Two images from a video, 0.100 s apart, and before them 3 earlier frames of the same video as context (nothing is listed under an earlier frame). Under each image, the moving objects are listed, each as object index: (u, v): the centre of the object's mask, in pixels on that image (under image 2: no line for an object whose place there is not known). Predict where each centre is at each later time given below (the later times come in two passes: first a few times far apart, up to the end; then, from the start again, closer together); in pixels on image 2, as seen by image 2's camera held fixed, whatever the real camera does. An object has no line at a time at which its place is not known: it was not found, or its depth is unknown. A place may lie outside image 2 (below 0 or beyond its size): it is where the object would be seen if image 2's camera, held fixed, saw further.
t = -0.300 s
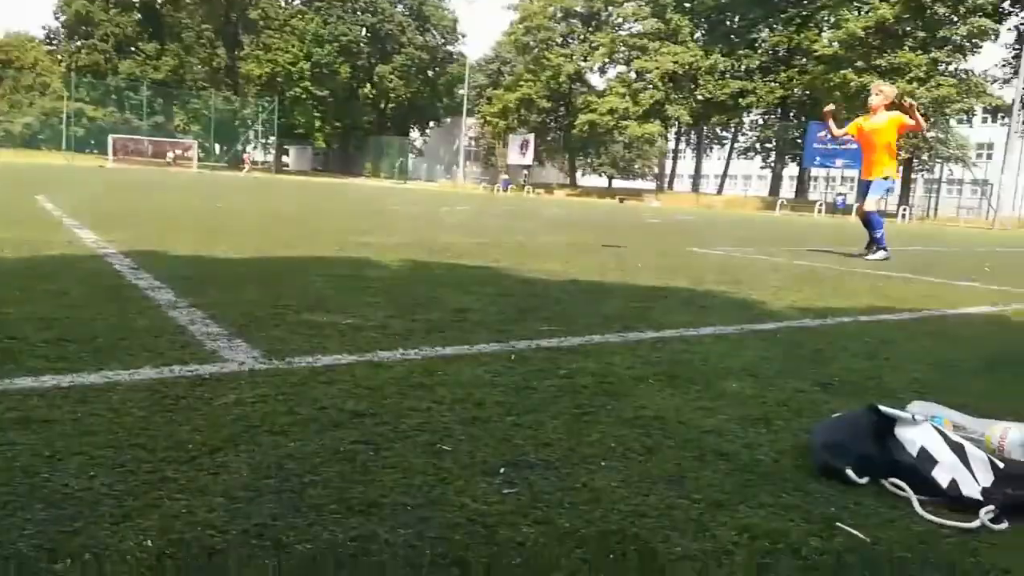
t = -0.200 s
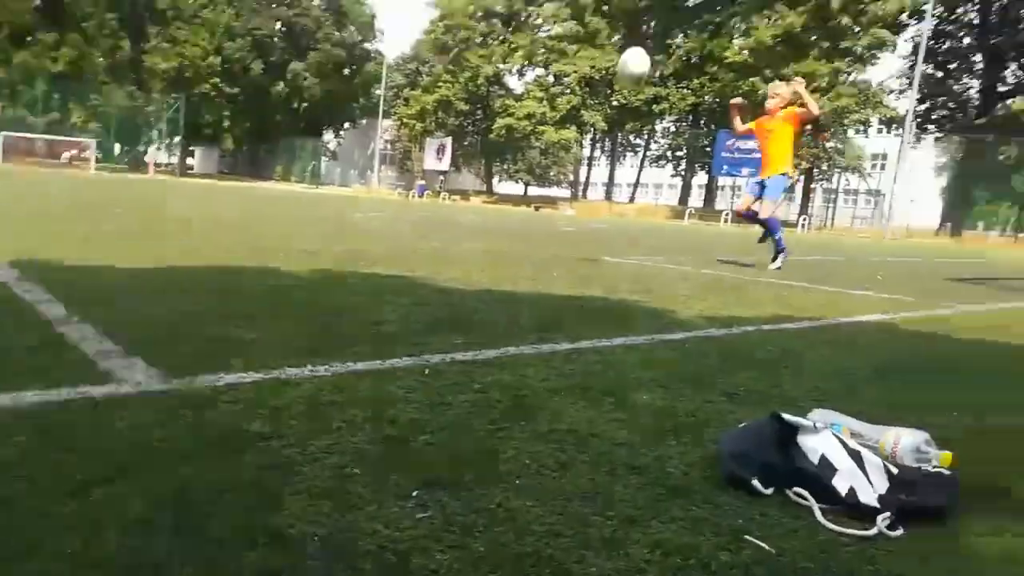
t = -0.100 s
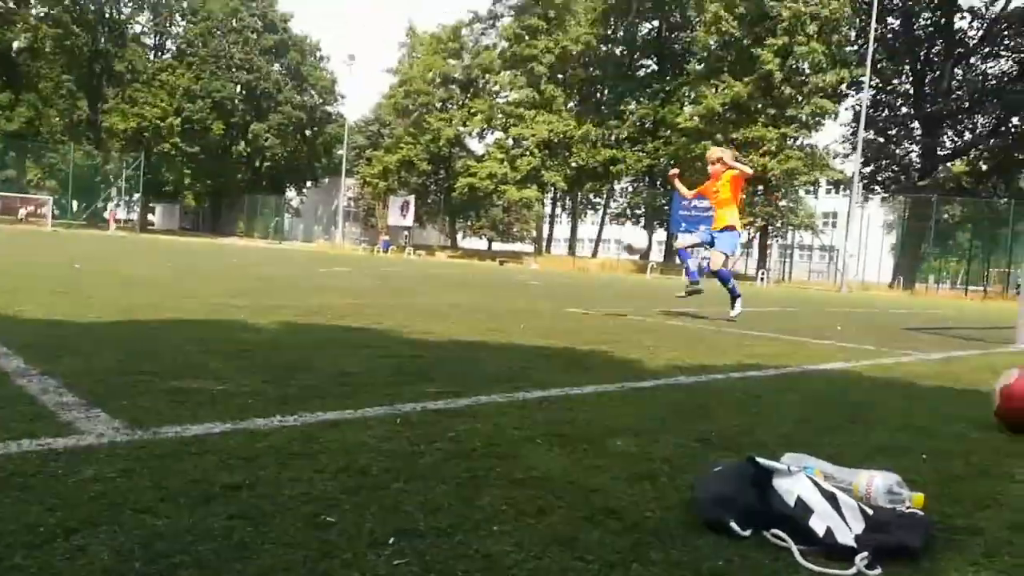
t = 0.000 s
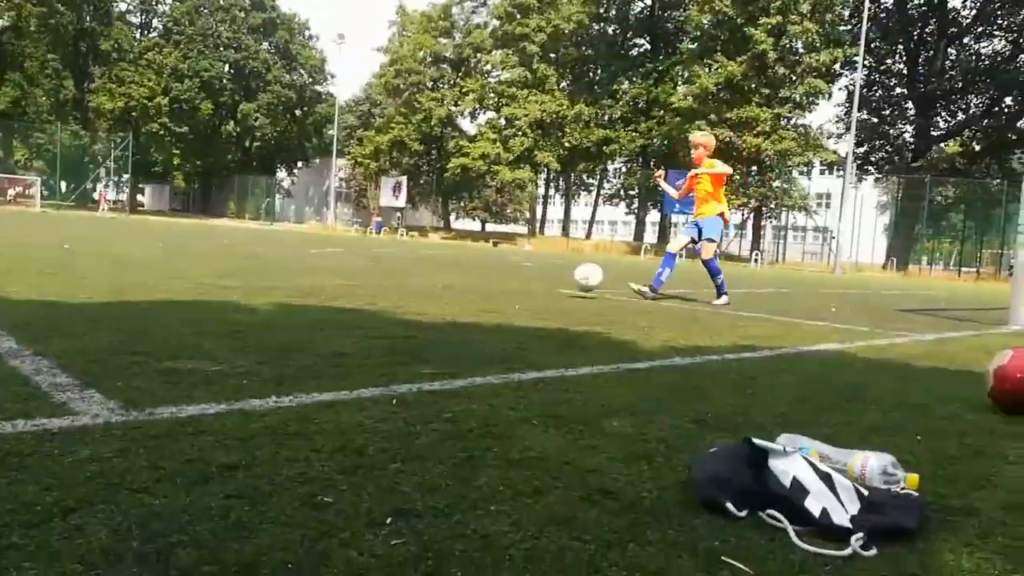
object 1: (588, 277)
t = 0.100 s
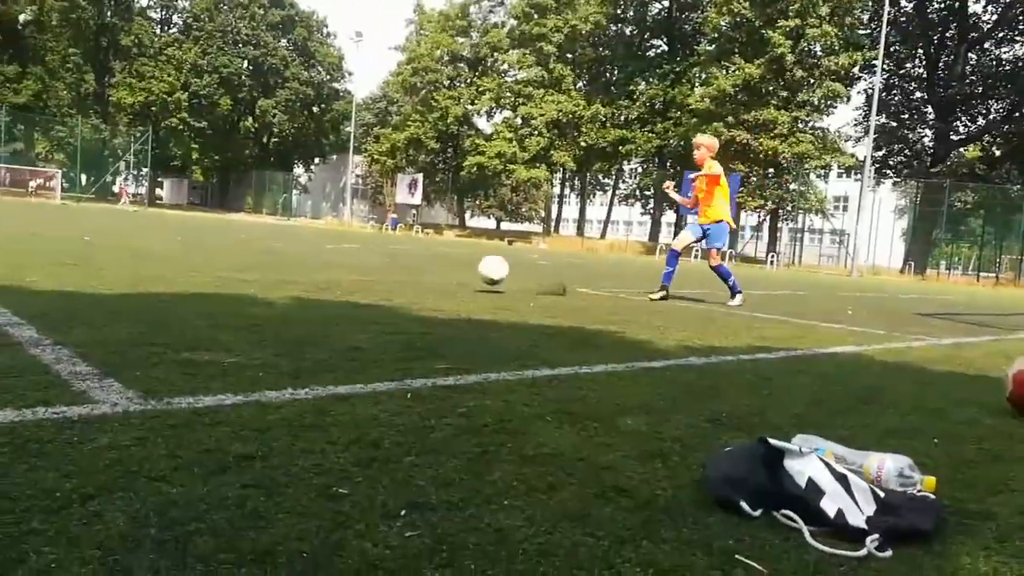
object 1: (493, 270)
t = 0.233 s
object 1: (340, 257)
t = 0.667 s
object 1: (-272, 237)
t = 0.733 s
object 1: (-398, 239)
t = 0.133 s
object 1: (458, 265)
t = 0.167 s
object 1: (421, 261)
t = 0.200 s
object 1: (381, 257)
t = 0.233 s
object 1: (340, 257)
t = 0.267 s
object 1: (295, 258)
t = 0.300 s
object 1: (250, 261)
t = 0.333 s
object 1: (203, 266)
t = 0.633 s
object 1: (-215, 234)
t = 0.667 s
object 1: (-272, 237)
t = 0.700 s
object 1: (-335, 238)
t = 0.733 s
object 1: (-398, 239)
